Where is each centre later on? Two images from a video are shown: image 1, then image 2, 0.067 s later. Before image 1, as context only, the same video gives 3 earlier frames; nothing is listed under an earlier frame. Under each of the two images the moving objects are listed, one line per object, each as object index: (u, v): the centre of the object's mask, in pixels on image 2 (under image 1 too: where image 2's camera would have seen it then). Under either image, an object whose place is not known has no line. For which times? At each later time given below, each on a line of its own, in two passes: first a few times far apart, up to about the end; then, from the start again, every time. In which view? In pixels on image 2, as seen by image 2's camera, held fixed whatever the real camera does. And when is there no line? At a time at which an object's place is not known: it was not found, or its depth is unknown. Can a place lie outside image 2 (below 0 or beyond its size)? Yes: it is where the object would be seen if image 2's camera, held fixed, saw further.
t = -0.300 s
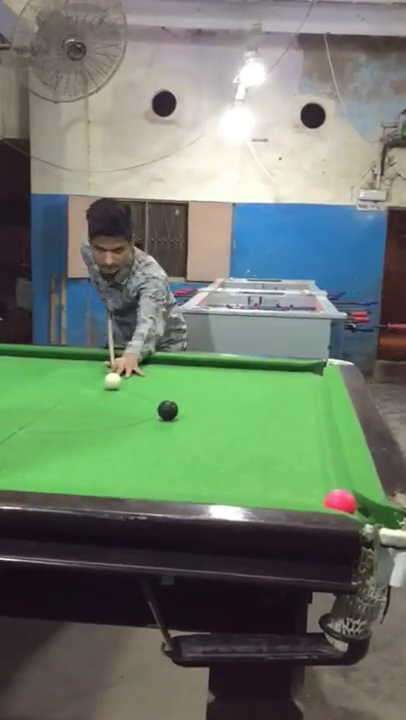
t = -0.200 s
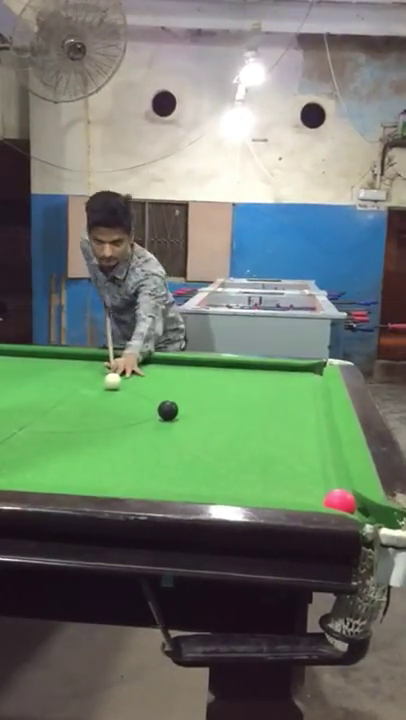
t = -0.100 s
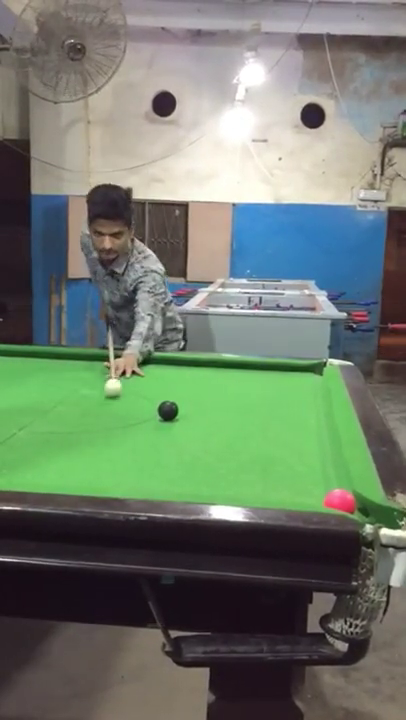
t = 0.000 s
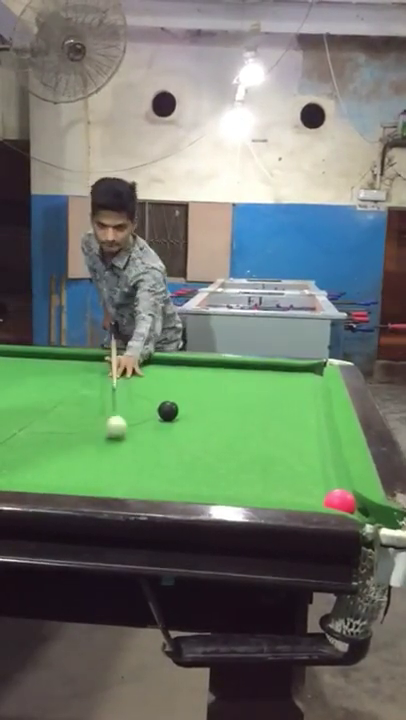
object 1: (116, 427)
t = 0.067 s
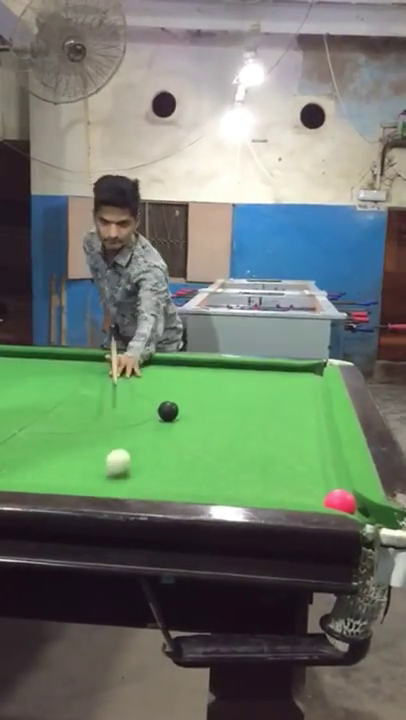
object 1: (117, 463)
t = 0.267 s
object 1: (200, 435)
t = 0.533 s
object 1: (272, 381)
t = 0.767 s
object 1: (299, 376)
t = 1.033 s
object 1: (322, 419)
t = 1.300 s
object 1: (318, 473)
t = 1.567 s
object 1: (259, 473)
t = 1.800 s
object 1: (216, 440)
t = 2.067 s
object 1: (186, 413)
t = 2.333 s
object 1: (206, 401)
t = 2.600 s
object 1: (221, 392)
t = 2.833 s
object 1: (233, 385)
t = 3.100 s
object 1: (245, 378)
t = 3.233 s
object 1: (249, 376)
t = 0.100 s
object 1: (119, 478)
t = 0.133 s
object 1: (135, 478)
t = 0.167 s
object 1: (154, 467)
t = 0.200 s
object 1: (171, 455)
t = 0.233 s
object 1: (186, 444)
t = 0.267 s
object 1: (200, 435)
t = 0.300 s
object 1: (211, 426)
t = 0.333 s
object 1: (222, 417)
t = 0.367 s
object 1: (232, 410)
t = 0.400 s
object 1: (242, 404)
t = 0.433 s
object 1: (250, 397)
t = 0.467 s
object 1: (258, 392)
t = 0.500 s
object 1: (265, 386)
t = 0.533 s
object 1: (272, 381)
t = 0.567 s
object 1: (278, 377)
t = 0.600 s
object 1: (284, 372)
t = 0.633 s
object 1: (290, 368)
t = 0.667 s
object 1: (294, 366)
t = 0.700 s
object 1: (295, 366)
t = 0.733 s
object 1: (297, 369)
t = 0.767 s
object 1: (299, 376)
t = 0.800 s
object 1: (300, 383)
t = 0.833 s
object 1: (303, 387)
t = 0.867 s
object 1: (306, 392)
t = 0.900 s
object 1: (308, 397)
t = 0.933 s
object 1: (312, 402)
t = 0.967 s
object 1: (315, 407)
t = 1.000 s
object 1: (319, 413)
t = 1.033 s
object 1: (322, 419)
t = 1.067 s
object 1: (325, 425)
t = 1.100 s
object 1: (324, 430)
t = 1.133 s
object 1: (323, 436)
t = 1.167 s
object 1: (322, 443)
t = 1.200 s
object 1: (321, 450)
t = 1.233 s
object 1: (320, 457)
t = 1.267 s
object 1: (318, 464)
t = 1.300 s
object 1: (318, 473)
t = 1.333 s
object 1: (316, 482)
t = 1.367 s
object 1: (314, 489)
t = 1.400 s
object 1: (307, 494)
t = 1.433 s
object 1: (295, 493)
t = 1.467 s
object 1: (284, 486)
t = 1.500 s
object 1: (274, 483)
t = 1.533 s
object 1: (266, 478)
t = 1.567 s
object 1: (259, 473)
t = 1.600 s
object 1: (252, 468)
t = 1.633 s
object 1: (245, 463)
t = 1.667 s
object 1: (239, 458)
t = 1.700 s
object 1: (233, 453)
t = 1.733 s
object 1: (226, 448)
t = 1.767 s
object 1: (221, 444)
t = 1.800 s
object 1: (216, 440)
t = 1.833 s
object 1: (211, 435)
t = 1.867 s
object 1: (206, 432)
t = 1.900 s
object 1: (201, 428)
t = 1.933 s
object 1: (197, 424)
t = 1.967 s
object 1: (193, 421)
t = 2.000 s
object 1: (189, 418)
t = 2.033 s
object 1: (185, 415)
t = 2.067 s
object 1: (186, 413)
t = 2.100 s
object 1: (189, 412)
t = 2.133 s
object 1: (192, 410)
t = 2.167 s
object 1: (194, 408)
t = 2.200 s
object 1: (197, 407)
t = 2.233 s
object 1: (199, 405)
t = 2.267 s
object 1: (201, 404)
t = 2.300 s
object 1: (204, 403)
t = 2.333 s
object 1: (206, 401)
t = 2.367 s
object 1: (208, 400)
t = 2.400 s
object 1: (210, 399)
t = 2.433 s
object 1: (212, 397)
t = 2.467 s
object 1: (214, 396)
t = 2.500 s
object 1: (216, 395)
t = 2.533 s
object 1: (217, 394)
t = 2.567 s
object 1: (219, 393)
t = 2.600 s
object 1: (221, 392)
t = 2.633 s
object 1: (223, 391)
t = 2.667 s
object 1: (224, 390)
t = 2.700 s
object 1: (226, 389)
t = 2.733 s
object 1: (228, 388)
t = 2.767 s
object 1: (229, 387)
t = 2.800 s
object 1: (231, 386)
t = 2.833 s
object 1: (233, 385)
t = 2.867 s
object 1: (234, 384)
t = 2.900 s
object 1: (236, 383)
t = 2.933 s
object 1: (237, 382)
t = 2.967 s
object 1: (239, 382)
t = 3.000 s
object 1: (240, 381)
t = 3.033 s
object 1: (241, 380)
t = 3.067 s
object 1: (243, 379)
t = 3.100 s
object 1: (245, 378)
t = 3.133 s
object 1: (246, 378)
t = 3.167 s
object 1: (247, 377)
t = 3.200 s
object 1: (249, 376)
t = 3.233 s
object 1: (249, 376)
